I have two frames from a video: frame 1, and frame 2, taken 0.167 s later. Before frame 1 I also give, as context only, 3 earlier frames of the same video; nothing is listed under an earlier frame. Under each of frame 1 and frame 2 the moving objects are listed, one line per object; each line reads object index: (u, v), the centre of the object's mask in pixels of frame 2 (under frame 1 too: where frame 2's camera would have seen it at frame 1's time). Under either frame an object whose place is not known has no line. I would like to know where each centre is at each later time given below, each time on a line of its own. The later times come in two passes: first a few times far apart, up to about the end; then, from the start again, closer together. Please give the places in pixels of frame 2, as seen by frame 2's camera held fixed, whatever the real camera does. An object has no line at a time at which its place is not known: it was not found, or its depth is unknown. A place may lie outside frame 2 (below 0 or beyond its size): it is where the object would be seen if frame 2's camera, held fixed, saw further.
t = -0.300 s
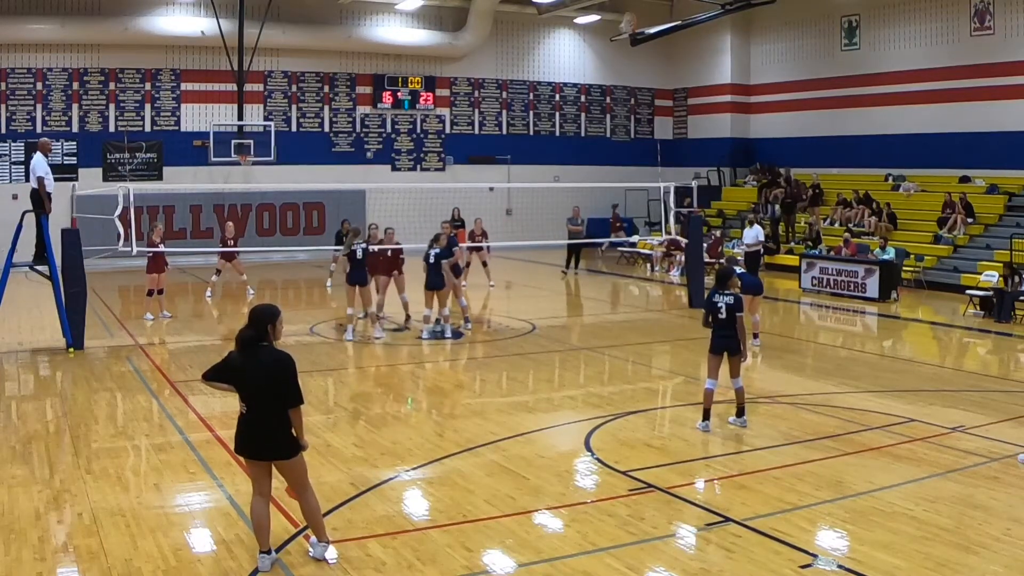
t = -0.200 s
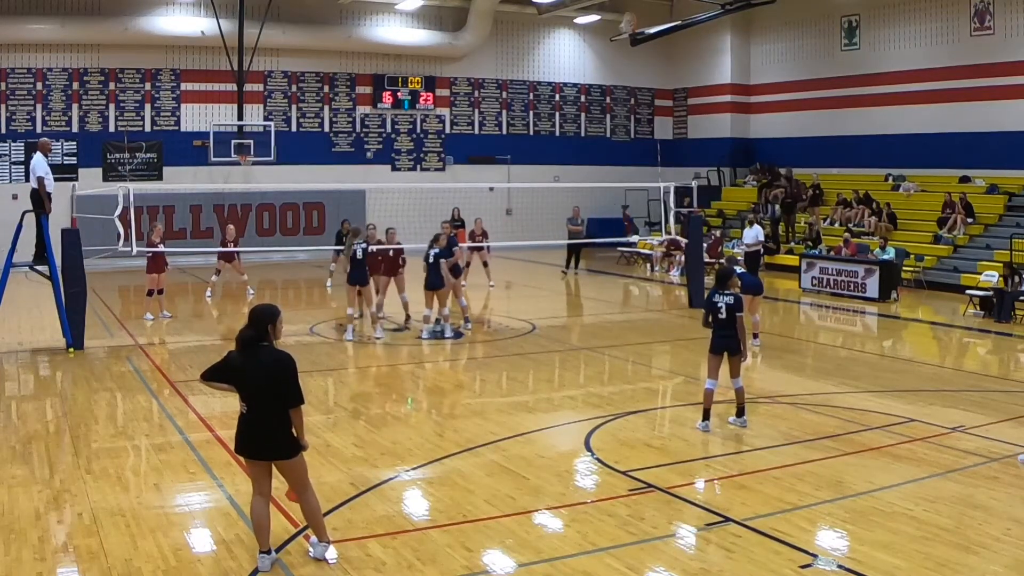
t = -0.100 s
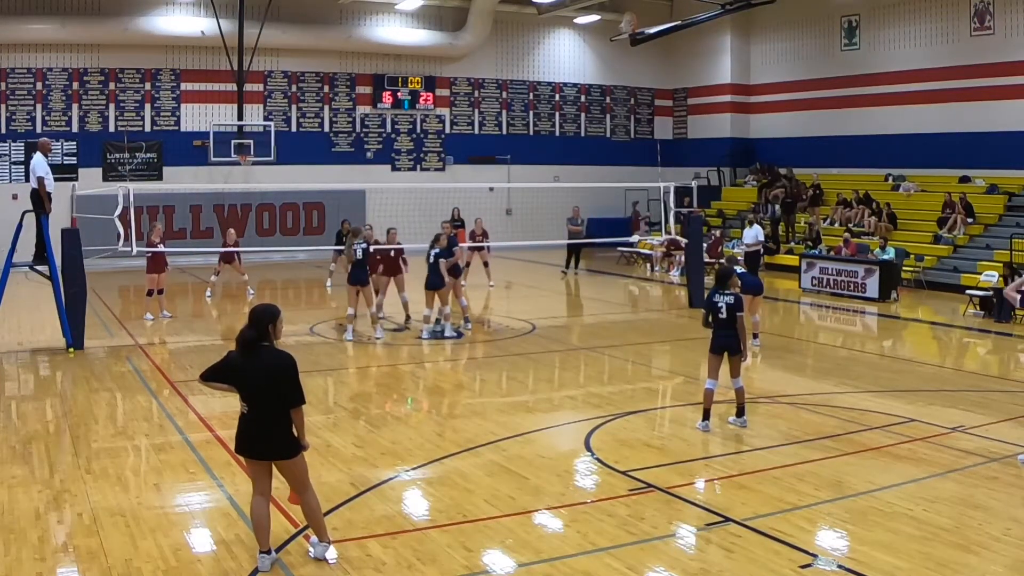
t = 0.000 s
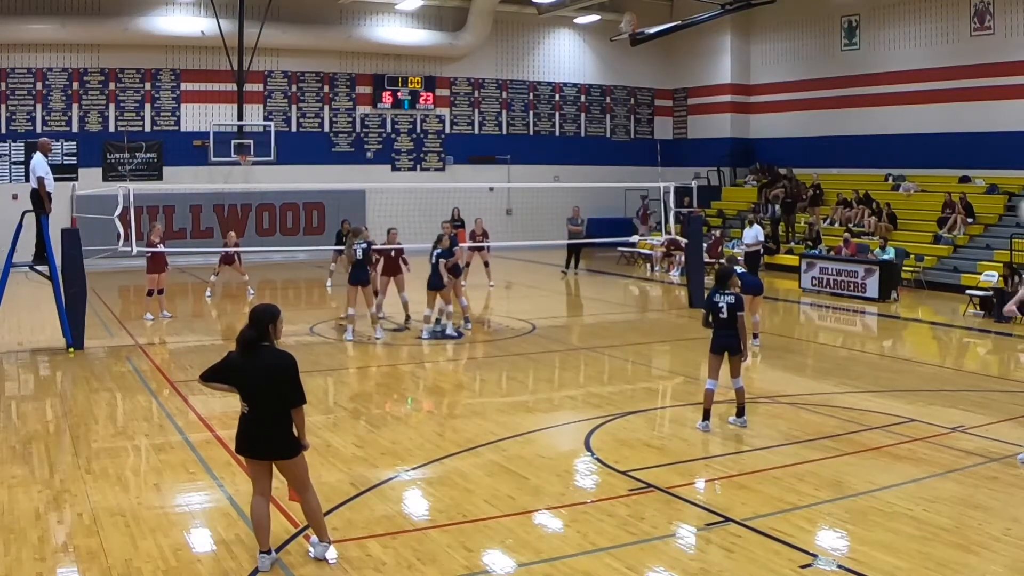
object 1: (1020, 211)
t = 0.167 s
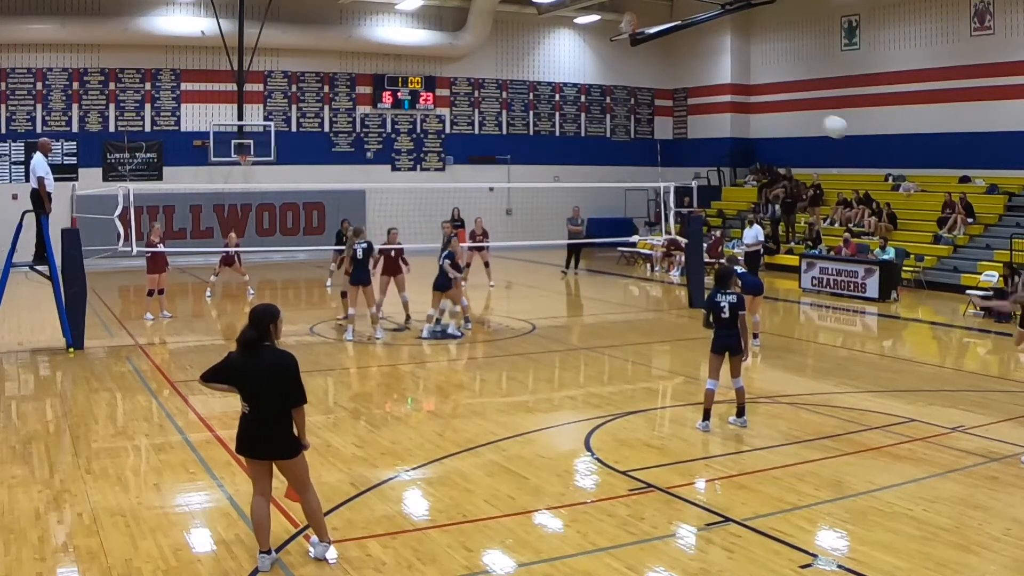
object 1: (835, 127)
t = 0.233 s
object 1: (770, 105)
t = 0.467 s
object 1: (600, 81)
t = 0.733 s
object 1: (472, 109)
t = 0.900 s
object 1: (415, 141)
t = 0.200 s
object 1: (802, 113)
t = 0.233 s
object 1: (770, 105)
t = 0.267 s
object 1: (741, 99)
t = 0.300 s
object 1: (714, 90)
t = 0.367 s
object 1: (664, 84)
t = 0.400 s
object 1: (641, 82)
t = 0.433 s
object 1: (620, 80)
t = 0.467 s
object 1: (600, 81)
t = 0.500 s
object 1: (581, 83)
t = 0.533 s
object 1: (563, 85)
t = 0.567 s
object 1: (545, 87)
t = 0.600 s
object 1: (529, 90)
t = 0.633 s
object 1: (513, 95)
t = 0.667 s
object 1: (499, 99)
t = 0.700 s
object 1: (485, 104)
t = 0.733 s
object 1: (472, 109)
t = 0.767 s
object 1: (459, 114)
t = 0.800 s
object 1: (447, 121)
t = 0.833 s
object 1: (436, 127)
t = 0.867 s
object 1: (425, 134)
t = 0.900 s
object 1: (415, 141)
